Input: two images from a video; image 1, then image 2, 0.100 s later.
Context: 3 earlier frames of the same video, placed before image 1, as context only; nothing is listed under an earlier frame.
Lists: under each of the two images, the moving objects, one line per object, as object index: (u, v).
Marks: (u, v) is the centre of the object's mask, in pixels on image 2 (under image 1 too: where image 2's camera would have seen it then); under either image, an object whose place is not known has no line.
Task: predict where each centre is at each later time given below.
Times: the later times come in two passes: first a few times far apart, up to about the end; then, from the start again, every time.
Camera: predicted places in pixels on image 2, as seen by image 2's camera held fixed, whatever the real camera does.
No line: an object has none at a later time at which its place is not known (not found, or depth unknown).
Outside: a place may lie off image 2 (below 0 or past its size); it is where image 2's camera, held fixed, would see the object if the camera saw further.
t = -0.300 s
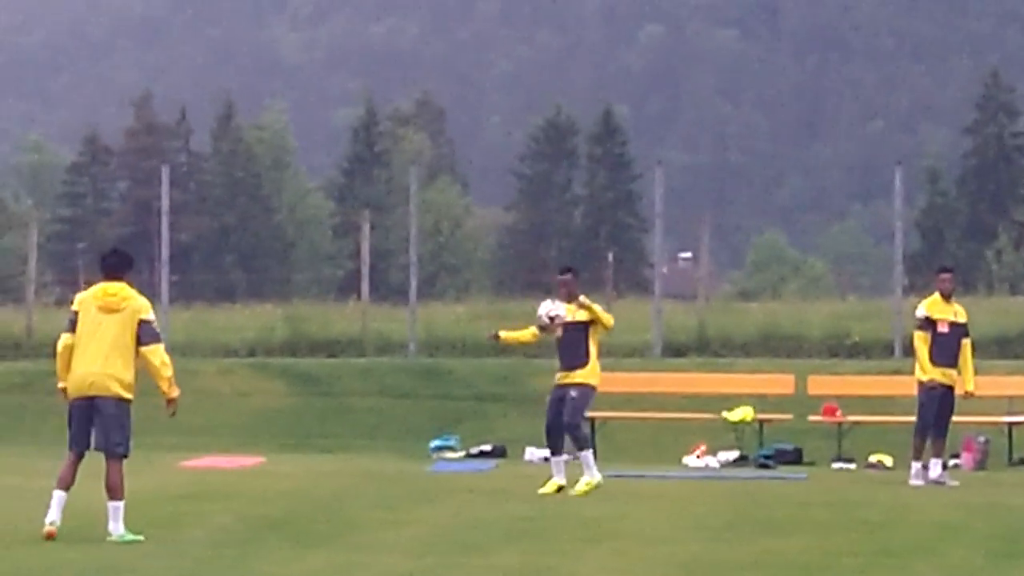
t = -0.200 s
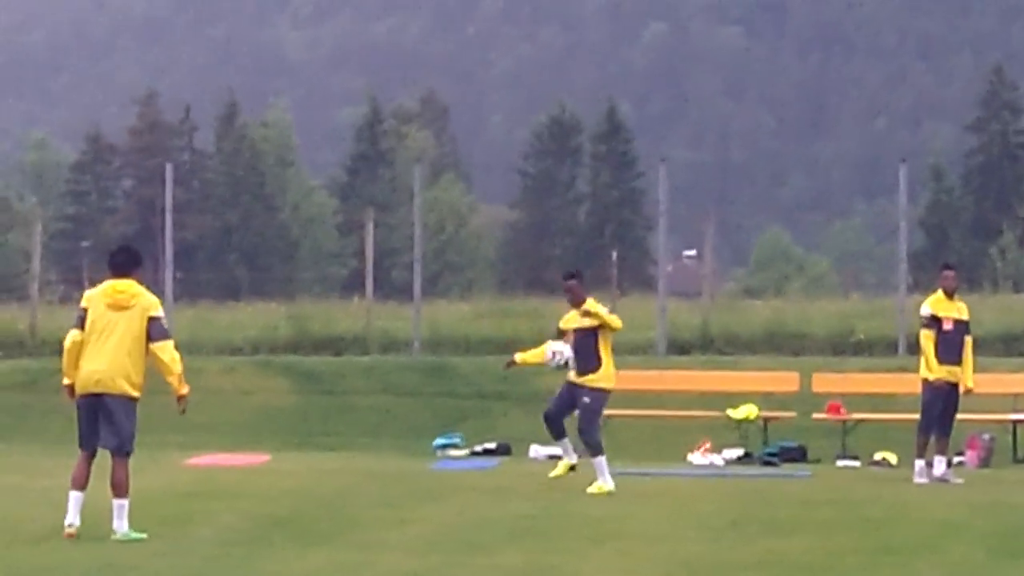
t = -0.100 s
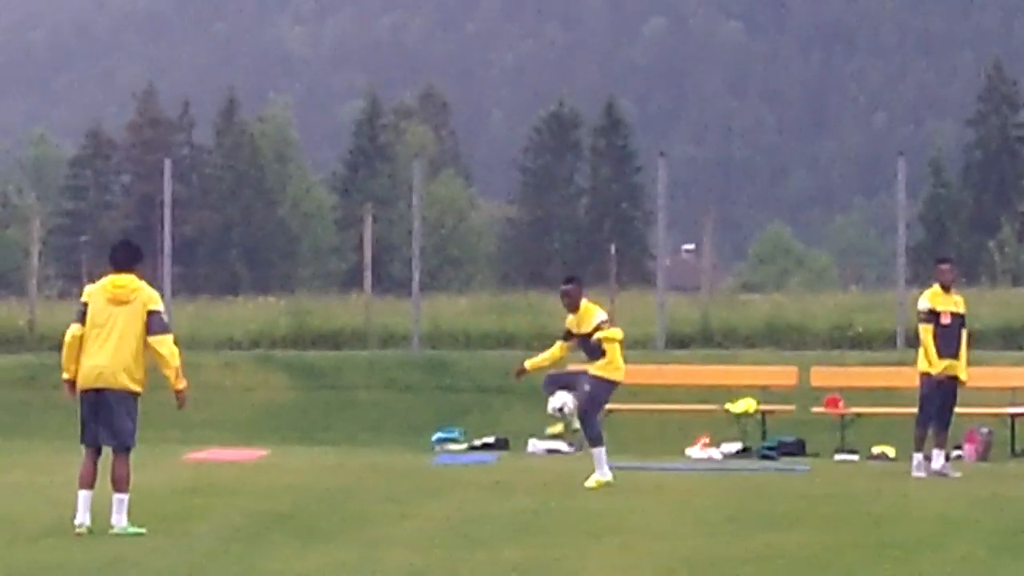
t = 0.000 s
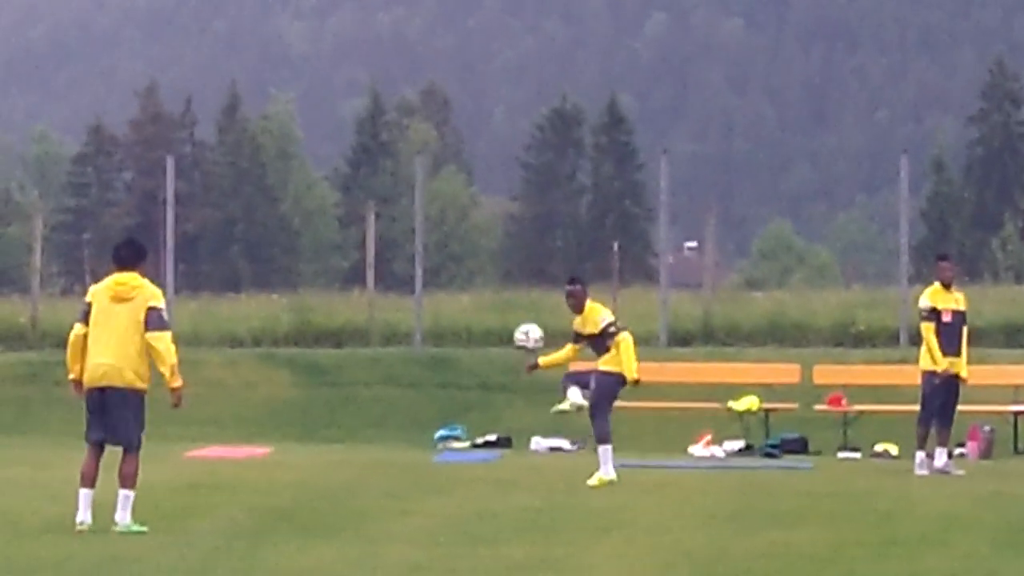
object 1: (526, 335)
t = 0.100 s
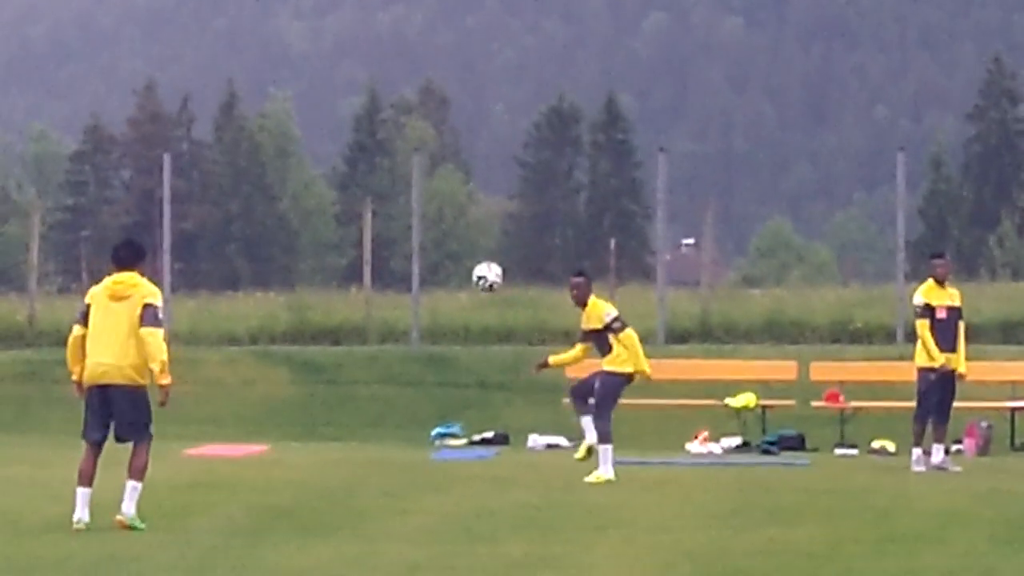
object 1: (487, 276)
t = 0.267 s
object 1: (423, 207)
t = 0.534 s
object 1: (319, 171)
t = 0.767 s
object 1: (222, 224)
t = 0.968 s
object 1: (137, 341)
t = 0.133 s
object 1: (475, 258)
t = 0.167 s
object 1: (462, 242)
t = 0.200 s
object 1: (450, 229)
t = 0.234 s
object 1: (437, 217)
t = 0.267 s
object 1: (423, 207)
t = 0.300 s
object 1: (411, 197)
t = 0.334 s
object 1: (397, 189)
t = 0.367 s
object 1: (384, 181)
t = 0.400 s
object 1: (371, 176)
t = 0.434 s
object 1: (357, 173)
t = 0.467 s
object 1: (345, 171)
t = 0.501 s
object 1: (332, 170)
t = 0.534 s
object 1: (319, 171)
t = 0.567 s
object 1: (304, 174)
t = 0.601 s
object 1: (291, 177)
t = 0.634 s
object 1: (277, 184)
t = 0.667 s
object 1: (264, 190)
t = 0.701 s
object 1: (250, 201)
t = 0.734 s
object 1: (236, 211)
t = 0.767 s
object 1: (222, 224)
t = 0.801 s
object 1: (208, 239)
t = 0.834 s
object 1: (194, 255)
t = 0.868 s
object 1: (180, 274)
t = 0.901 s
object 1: (166, 295)
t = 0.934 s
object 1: (152, 315)
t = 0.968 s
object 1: (137, 341)
